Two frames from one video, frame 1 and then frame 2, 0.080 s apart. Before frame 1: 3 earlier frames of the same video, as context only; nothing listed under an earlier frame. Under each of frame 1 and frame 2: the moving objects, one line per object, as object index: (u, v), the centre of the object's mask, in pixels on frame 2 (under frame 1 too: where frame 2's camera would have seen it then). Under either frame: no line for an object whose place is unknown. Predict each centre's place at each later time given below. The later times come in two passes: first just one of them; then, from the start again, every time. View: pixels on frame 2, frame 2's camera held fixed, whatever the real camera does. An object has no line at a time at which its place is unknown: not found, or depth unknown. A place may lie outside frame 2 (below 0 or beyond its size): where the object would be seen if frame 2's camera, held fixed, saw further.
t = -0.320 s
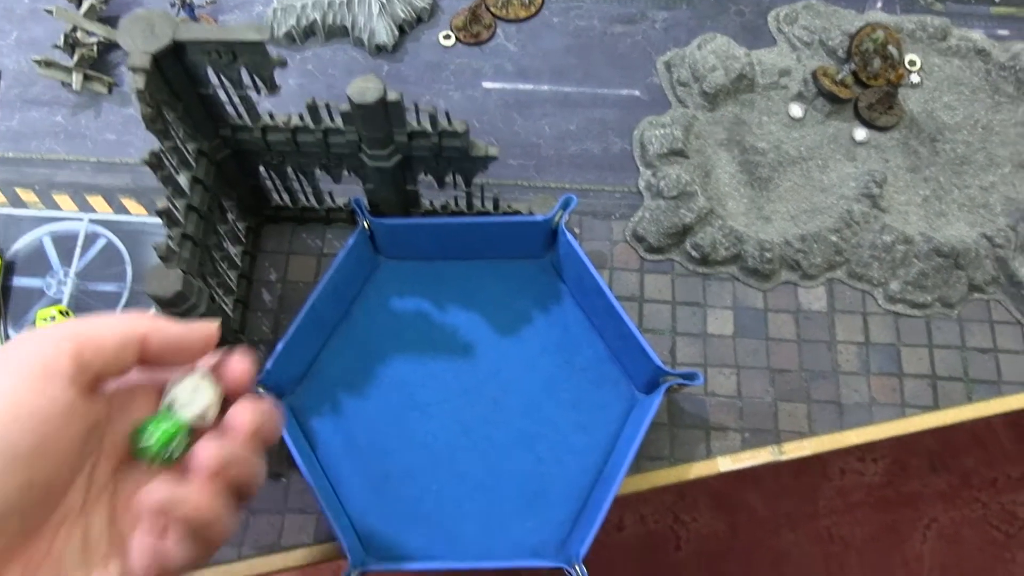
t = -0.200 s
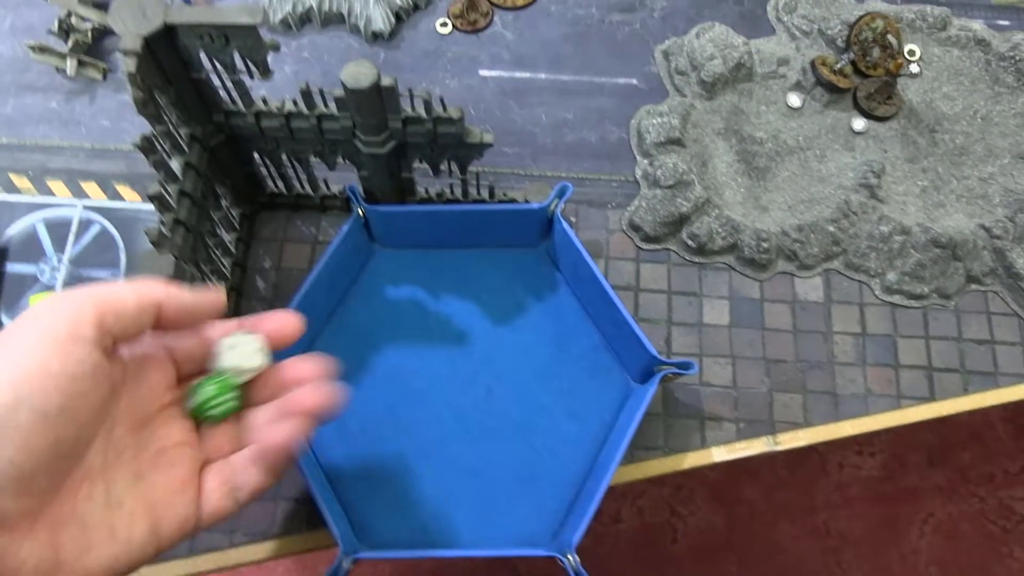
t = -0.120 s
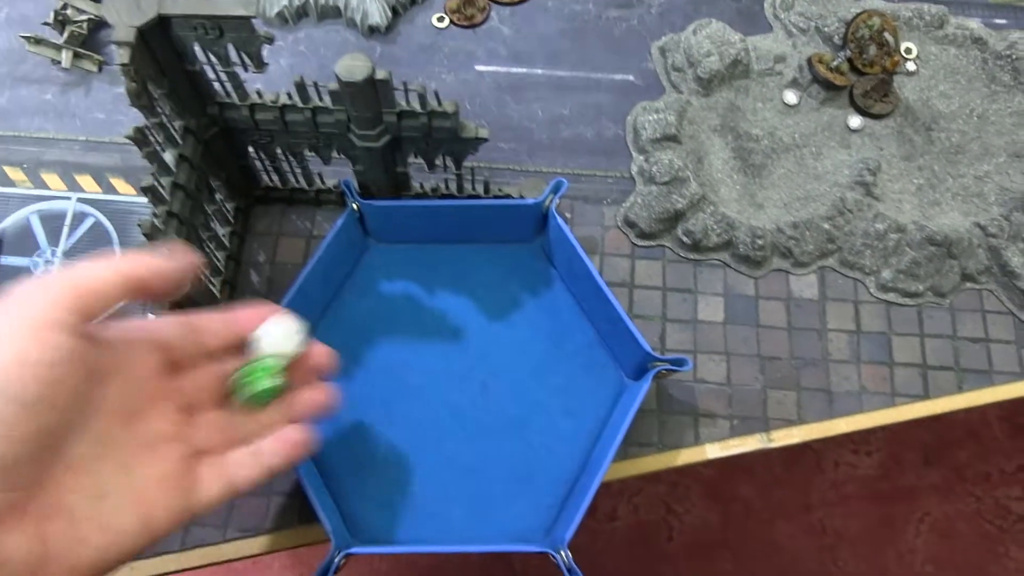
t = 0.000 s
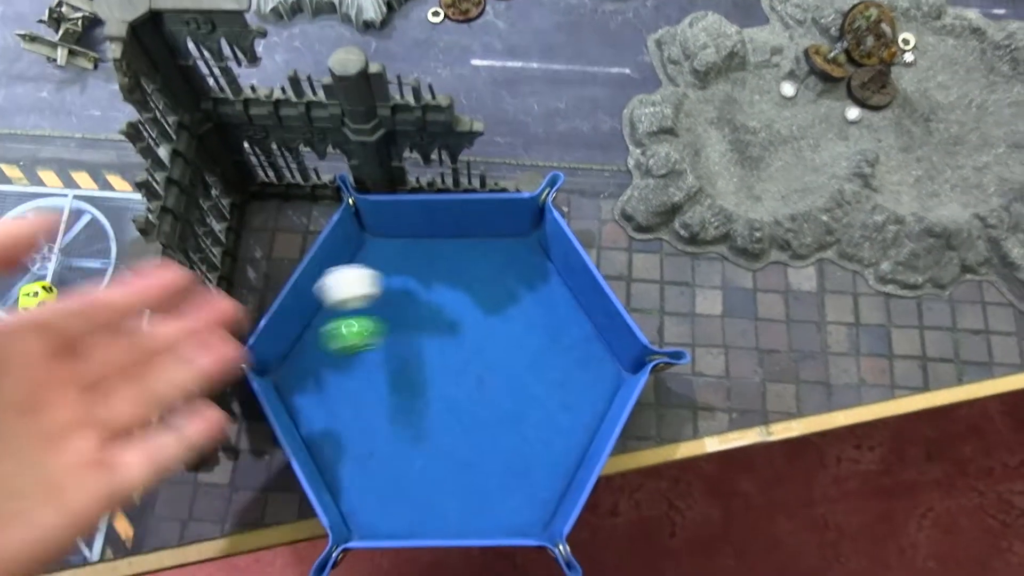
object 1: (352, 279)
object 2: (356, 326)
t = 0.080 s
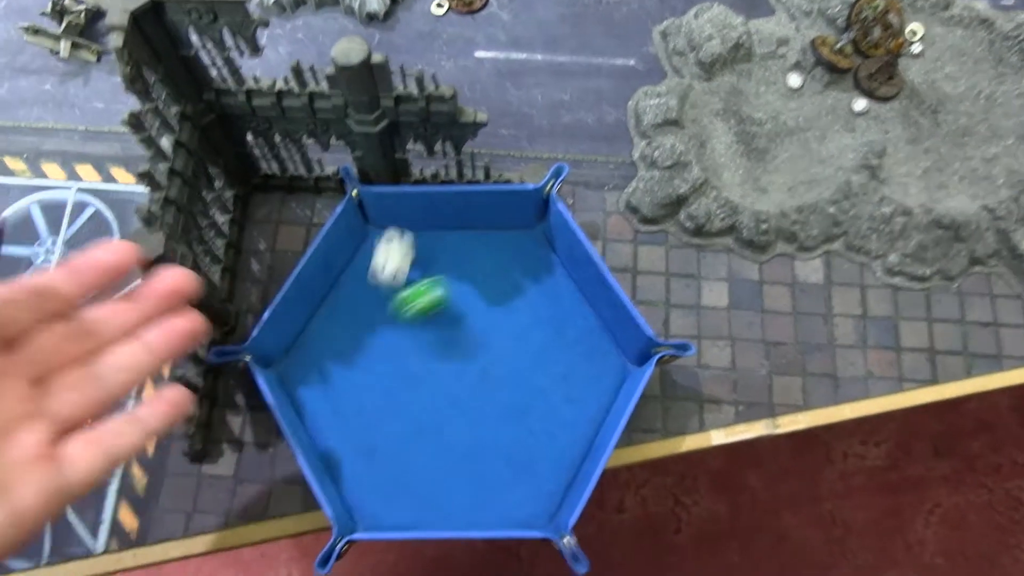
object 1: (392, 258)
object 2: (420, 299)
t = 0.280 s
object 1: (444, 261)
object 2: (544, 265)
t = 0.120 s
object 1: (398, 238)
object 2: (456, 291)
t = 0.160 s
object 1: (406, 232)
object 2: (494, 293)
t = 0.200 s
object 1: (415, 245)
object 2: (524, 284)
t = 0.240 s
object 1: (429, 255)
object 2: (551, 268)
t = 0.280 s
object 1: (444, 261)
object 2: (544, 265)
